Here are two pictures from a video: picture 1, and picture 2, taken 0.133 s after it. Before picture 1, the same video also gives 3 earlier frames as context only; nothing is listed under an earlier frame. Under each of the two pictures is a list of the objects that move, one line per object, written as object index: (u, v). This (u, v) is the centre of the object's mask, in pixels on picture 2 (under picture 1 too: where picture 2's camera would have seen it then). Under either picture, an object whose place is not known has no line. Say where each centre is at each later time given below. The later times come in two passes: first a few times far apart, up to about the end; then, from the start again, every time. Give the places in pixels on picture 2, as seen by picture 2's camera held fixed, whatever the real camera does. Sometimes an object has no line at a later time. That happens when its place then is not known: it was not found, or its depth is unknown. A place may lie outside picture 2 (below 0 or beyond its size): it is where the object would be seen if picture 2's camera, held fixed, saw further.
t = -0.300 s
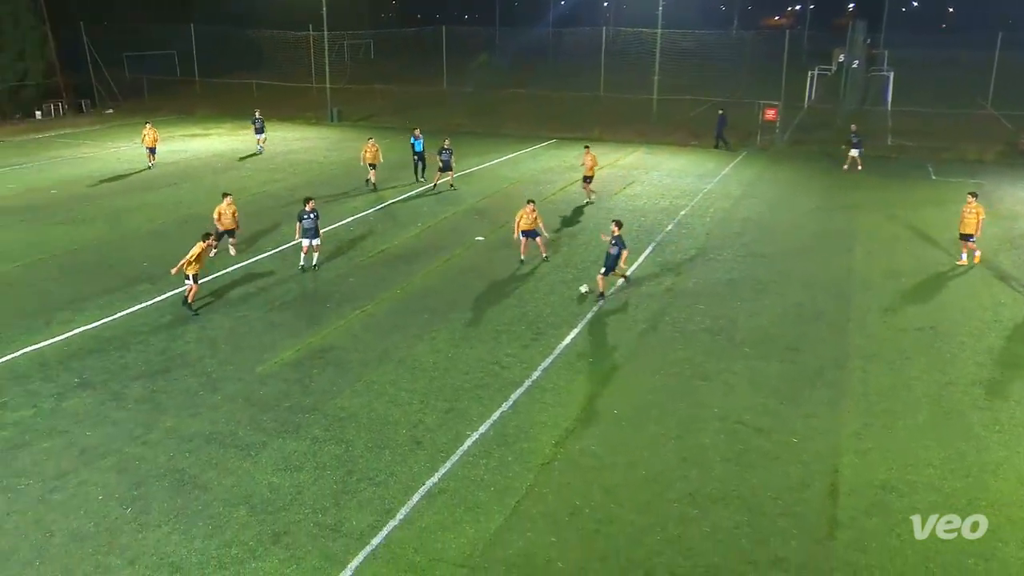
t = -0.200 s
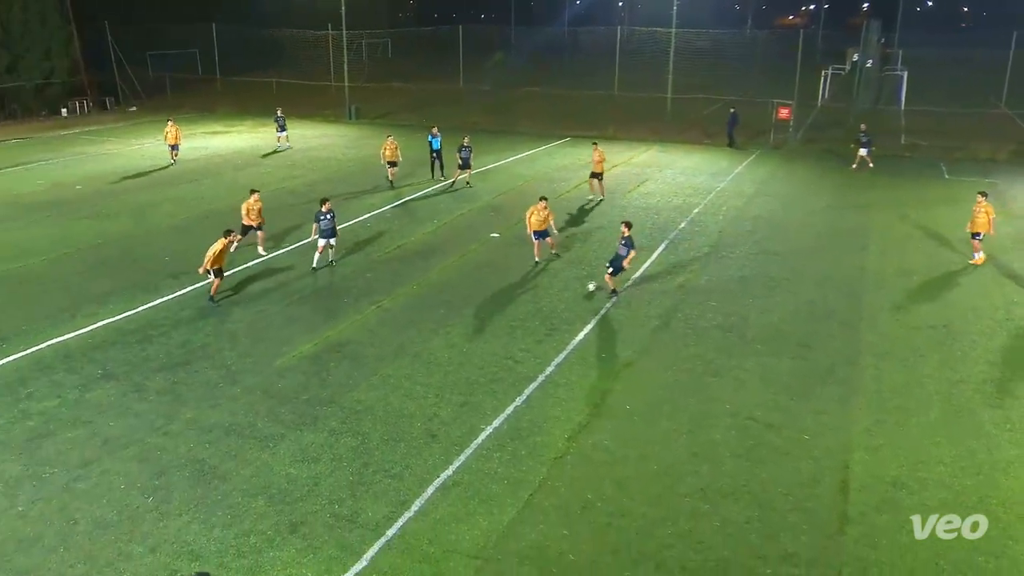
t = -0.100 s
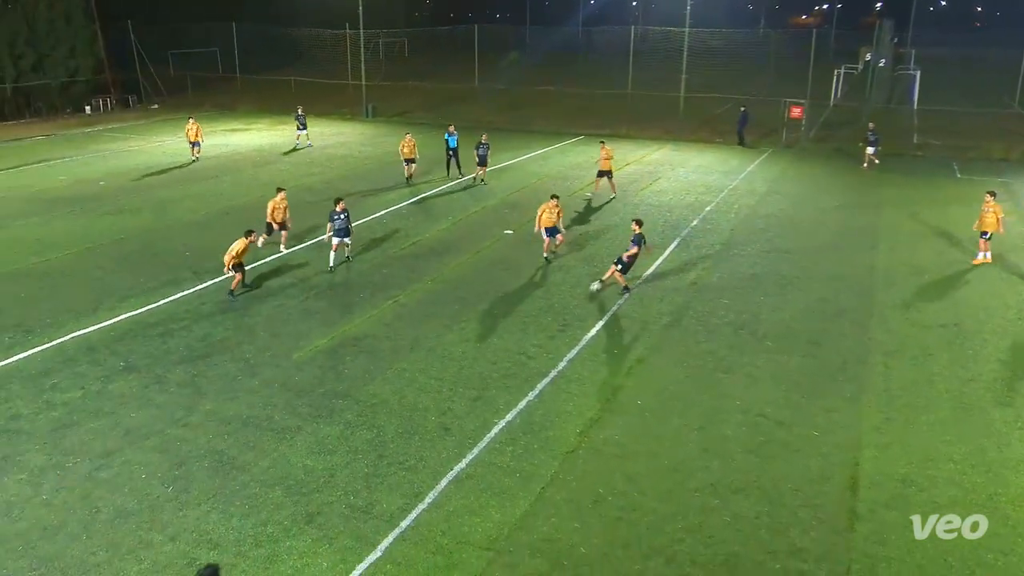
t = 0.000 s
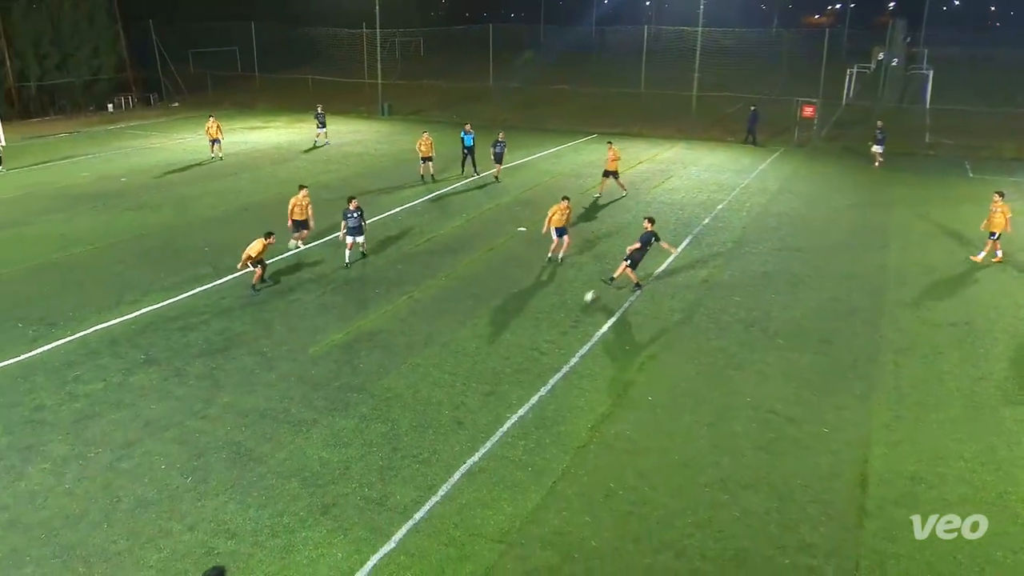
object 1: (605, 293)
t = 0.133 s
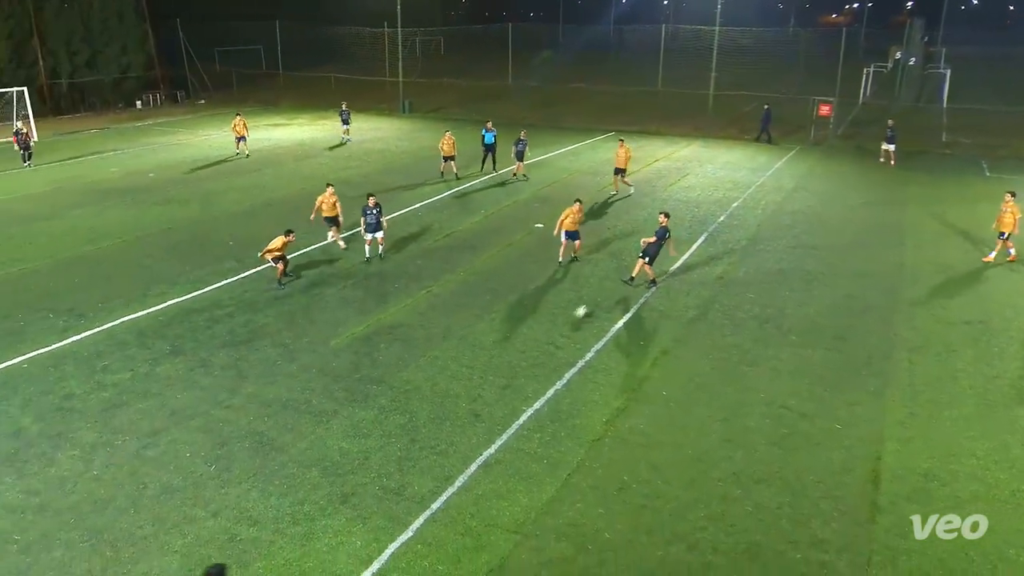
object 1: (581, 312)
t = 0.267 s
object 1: (558, 330)
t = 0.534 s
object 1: (510, 366)
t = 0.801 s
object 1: (460, 408)
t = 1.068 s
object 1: (398, 463)
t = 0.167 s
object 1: (575, 317)
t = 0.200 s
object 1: (569, 321)
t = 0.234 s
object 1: (564, 325)
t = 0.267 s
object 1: (558, 330)
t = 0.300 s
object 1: (552, 335)
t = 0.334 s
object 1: (546, 340)
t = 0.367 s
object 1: (541, 343)
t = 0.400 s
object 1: (535, 346)
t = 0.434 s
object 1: (529, 350)
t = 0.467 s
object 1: (524, 355)
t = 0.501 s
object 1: (517, 360)
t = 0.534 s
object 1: (510, 366)
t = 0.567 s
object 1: (505, 372)
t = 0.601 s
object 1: (499, 375)
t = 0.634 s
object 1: (492, 380)
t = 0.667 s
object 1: (485, 385)
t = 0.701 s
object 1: (480, 391)
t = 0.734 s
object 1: (472, 397)
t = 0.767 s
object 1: (466, 403)
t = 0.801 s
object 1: (460, 408)
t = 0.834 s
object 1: (452, 414)
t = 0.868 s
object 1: (445, 420)
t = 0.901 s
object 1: (438, 427)
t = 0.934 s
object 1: (430, 434)
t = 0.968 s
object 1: (422, 441)
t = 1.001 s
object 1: (415, 448)
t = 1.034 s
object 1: (406, 454)
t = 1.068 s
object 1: (398, 463)
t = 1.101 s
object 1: (390, 470)
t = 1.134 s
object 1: (381, 479)
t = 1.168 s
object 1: (372, 487)
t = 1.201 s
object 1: (362, 495)
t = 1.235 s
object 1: (353, 505)
